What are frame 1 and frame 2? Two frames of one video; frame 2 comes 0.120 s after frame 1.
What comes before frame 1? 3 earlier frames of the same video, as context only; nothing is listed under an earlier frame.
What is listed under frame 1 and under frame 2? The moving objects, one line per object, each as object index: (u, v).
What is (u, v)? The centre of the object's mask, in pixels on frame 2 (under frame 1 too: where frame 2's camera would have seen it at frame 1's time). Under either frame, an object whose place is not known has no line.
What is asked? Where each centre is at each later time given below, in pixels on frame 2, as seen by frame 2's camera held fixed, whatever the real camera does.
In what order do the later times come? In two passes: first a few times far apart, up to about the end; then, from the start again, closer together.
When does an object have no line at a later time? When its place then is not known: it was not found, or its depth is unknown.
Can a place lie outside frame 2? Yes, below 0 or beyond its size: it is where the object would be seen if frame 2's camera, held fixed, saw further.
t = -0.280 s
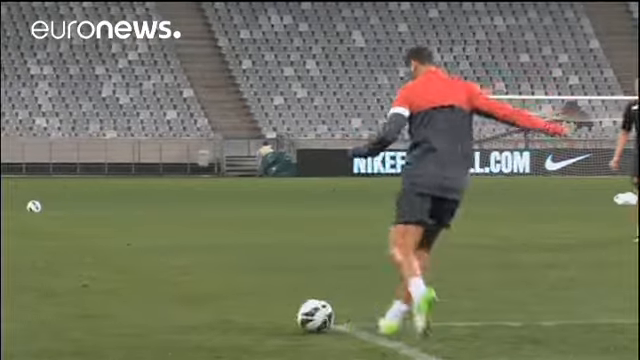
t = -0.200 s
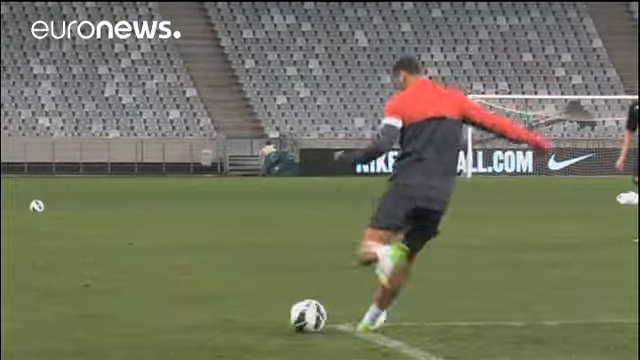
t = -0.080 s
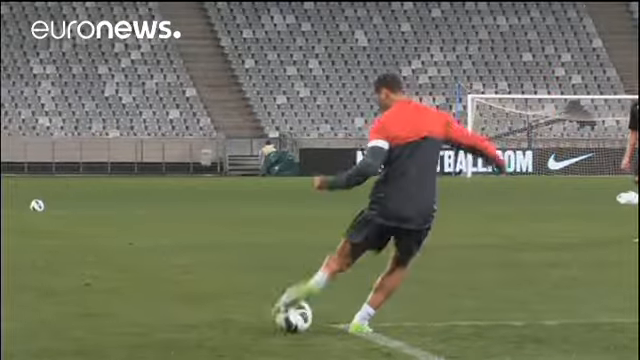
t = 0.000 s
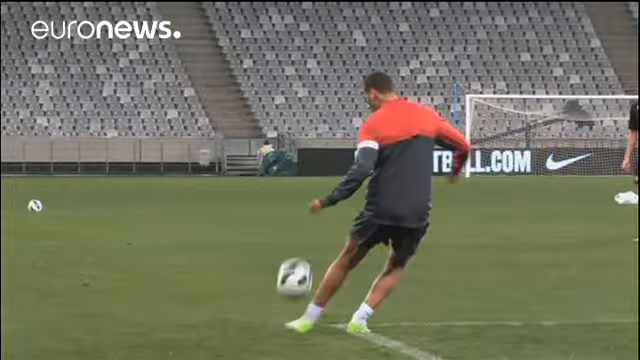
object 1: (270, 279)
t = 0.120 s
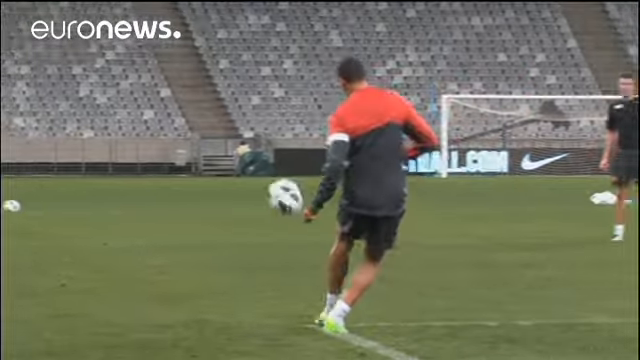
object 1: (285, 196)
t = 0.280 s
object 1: (300, 128)
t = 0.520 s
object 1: (313, 83)
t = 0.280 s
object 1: (300, 128)
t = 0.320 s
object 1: (302, 115)
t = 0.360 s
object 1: (305, 105)
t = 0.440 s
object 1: (309, 92)
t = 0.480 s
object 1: (312, 87)
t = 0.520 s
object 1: (313, 83)
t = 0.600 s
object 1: (316, 80)
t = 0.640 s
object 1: (319, 81)
